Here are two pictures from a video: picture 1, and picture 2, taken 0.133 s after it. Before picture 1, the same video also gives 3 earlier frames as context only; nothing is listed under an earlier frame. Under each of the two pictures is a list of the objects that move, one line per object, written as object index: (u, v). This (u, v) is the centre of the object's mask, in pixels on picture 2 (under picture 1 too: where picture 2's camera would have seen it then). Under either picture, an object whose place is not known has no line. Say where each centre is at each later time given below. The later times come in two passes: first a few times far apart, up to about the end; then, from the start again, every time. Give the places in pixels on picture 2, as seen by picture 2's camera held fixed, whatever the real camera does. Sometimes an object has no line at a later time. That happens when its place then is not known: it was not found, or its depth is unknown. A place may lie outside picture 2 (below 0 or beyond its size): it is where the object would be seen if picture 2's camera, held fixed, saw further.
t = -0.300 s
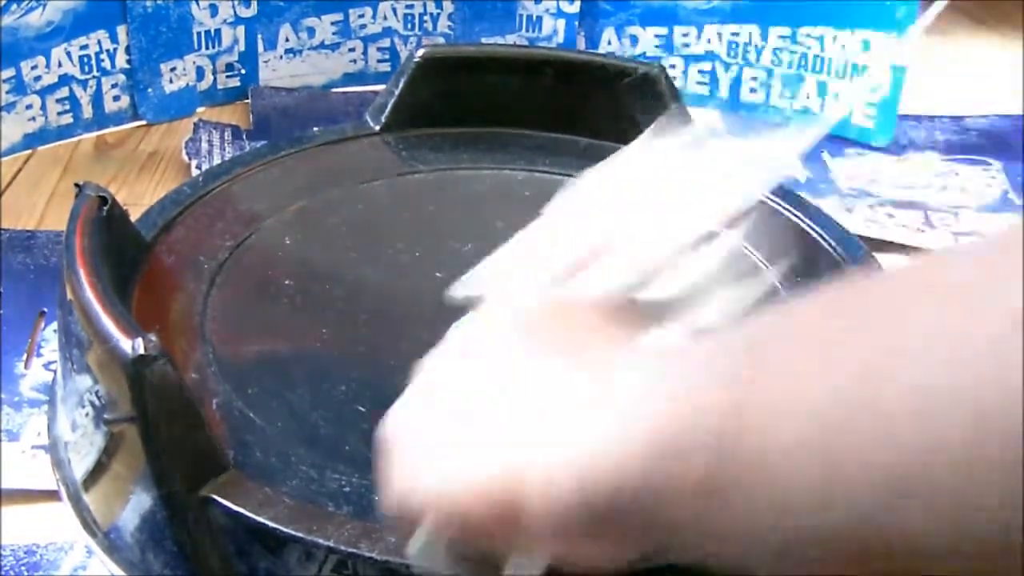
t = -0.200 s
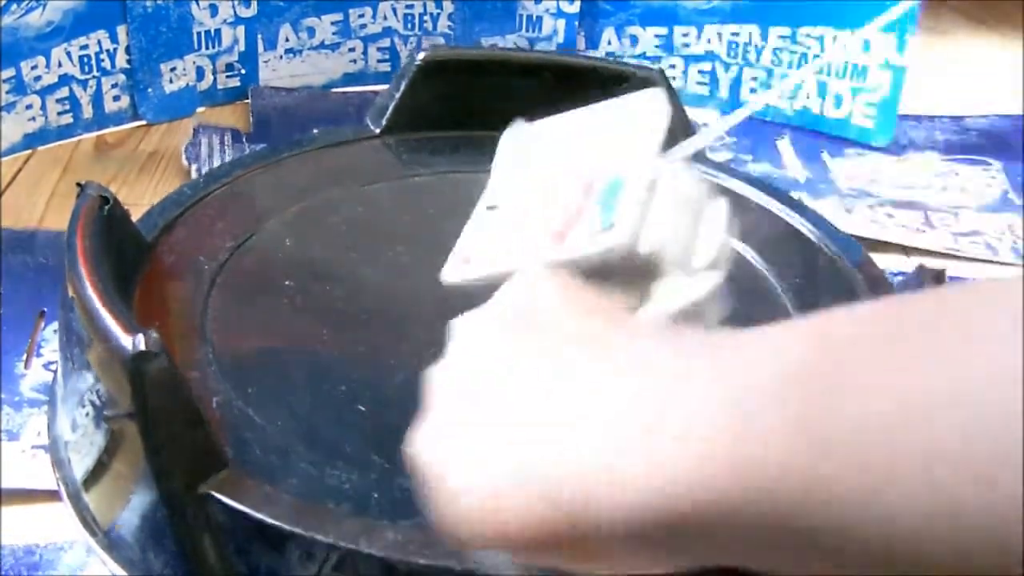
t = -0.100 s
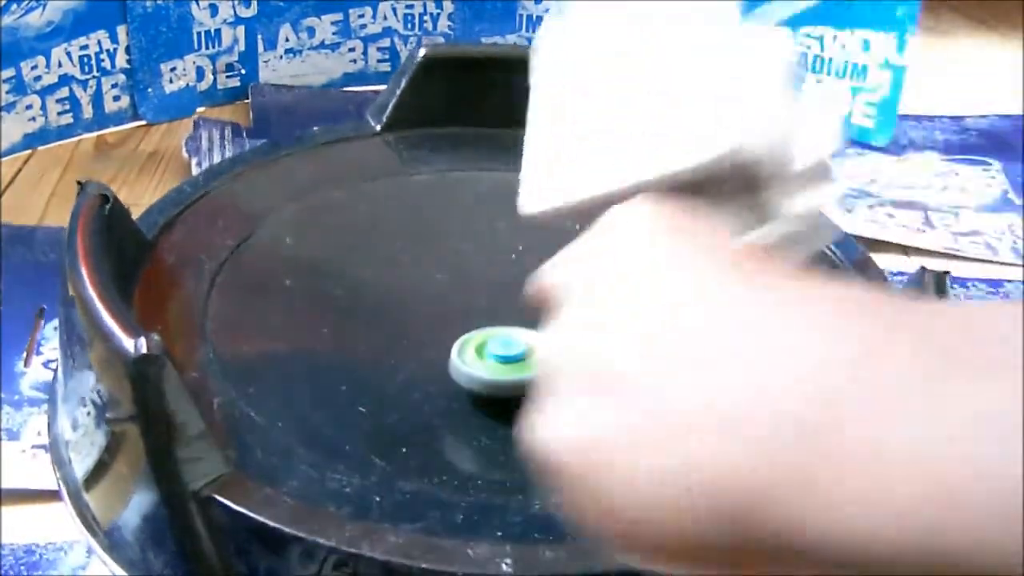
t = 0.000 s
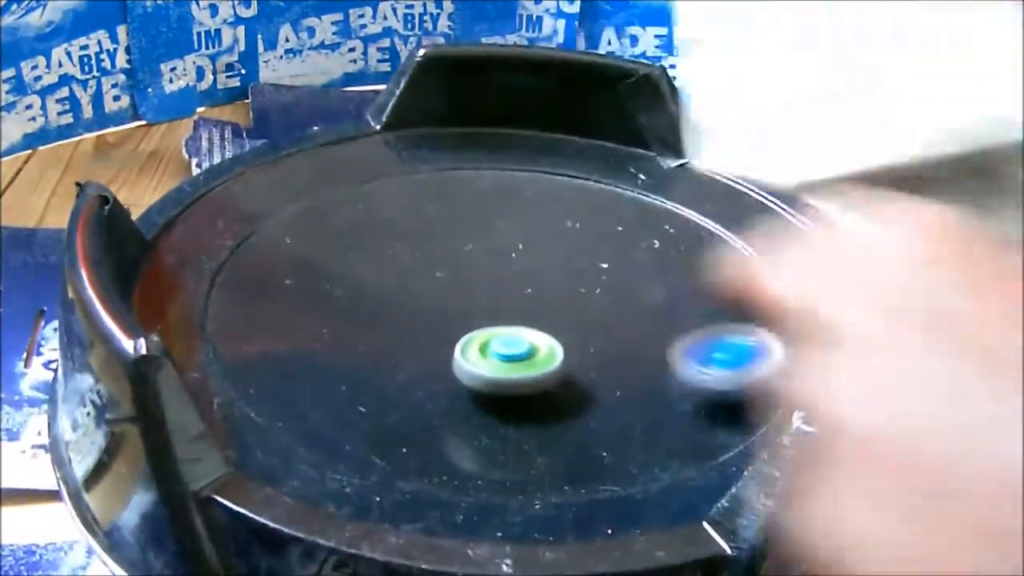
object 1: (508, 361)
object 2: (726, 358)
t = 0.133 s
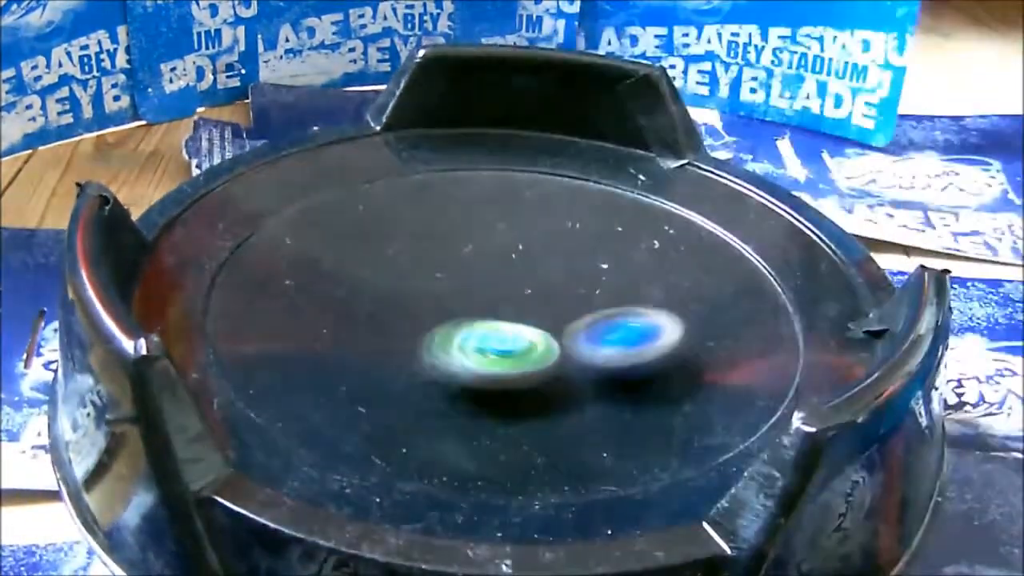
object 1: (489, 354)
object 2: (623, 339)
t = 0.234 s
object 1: (328, 325)
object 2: (676, 314)
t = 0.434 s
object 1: (231, 320)
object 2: (497, 308)
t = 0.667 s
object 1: (209, 333)
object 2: (517, 432)
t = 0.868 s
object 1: (338, 351)
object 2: (776, 358)
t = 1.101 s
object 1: (471, 336)
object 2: (548, 220)
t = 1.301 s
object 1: (467, 297)
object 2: (196, 257)
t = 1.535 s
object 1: (428, 264)
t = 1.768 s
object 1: (405, 258)
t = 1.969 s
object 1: (411, 267)
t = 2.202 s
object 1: (440, 275)
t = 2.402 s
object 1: (470, 281)
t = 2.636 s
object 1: (531, 260)
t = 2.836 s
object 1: (544, 254)
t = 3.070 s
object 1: (548, 263)
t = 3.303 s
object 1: (555, 276)
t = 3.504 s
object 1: (564, 294)
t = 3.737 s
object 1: (583, 322)
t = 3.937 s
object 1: (601, 339)
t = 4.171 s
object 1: (604, 348)
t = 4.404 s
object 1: (585, 351)
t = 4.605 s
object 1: (557, 360)
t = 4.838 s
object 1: (519, 370)
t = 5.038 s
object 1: (491, 371)
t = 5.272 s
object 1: (429, 353)
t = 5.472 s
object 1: (420, 310)
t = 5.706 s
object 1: (481, 267)
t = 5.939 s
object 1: (558, 298)
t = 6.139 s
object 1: (570, 356)
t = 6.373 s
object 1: (485, 365)
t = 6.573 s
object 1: (422, 327)
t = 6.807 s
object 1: (478, 281)
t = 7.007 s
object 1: (533, 294)
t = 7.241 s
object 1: (552, 337)
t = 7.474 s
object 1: (471, 343)
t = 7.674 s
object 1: (430, 323)
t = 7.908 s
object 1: (446, 198)
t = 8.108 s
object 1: (441, 359)
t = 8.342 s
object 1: (631, 244)
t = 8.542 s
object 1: (429, 254)
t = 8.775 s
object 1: (451, 277)
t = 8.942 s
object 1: (503, 373)
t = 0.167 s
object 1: (431, 347)
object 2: (652, 331)
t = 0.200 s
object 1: (375, 336)
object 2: (670, 321)
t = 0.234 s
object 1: (328, 325)
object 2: (676, 314)
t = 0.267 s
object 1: (293, 316)
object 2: (669, 307)
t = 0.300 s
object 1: (267, 310)
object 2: (650, 303)
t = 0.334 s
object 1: (249, 308)
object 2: (620, 301)
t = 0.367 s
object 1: (239, 310)
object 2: (584, 300)
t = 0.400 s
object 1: (233, 314)
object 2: (541, 302)
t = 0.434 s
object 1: (231, 320)
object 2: (497, 308)
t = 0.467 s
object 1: (231, 328)
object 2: (454, 316)
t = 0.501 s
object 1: (232, 335)
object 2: (416, 326)
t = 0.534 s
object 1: (236, 342)
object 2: (383, 340)
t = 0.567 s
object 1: (233, 345)
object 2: (373, 359)
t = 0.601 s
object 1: (204, 333)
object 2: (413, 388)
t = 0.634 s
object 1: (202, 331)
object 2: (464, 412)
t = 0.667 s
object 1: (209, 333)
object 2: (517, 432)
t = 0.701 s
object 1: (221, 334)
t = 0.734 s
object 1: (241, 340)
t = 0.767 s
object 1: (265, 341)
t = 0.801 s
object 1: (287, 345)
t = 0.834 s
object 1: (313, 348)
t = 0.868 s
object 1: (338, 351)
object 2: (776, 358)
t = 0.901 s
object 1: (364, 352)
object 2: (776, 330)
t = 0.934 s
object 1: (389, 353)
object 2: (762, 304)
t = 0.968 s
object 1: (411, 352)
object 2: (739, 282)
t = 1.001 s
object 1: (430, 349)
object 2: (700, 261)
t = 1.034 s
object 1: (447, 346)
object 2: (657, 243)
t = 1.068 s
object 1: (461, 341)
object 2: (605, 230)
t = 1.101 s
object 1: (471, 336)
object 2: (548, 220)
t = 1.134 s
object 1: (477, 329)
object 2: (482, 214)
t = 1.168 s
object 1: (480, 323)
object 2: (415, 212)
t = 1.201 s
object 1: (479, 317)
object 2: (353, 214)
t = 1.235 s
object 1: (476, 310)
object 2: (290, 224)
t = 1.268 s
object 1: (472, 304)
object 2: (233, 238)
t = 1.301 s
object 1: (467, 297)
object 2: (196, 257)
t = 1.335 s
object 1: (464, 291)
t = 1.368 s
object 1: (459, 285)
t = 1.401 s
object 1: (452, 280)
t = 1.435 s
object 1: (445, 275)
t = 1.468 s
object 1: (440, 271)
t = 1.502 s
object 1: (434, 267)
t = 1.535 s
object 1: (428, 264)
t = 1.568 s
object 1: (423, 261)
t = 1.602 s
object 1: (418, 259)
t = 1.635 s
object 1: (413, 257)
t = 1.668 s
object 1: (410, 256)
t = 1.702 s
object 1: (407, 257)
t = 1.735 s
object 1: (406, 257)
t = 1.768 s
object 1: (405, 258)
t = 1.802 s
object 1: (405, 260)
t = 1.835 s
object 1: (405, 261)
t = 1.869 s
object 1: (406, 263)
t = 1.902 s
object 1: (407, 264)
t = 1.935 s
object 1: (409, 266)
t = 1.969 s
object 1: (411, 267)
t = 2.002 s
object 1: (414, 269)
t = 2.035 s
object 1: (417, 270)
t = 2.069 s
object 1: (421, 271)
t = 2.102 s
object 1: (425, 272)
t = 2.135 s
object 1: (430, 274)
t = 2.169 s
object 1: (435, 275)
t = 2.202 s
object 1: (440, 275)
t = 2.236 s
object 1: (446, 276)
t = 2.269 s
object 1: (452, 276)
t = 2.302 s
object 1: (456, 275)
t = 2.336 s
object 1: (460, 275)
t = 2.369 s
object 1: (465, 278)
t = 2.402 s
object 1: (470, 281)
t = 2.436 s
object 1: (476, 281)
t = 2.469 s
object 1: (484, 280)
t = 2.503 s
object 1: (491, 279)
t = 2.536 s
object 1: (503, 275)
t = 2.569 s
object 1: (515, 268)
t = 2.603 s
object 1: (525, 263)
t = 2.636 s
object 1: (531, 260)
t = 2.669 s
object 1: (535, 257)
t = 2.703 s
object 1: (539, 256)
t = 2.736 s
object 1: (542, 255)
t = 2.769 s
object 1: (544, 254)
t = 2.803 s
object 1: (544, 254)
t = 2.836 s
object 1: (544, 254)
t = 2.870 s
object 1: (545, 255)
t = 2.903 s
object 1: (545, 256)
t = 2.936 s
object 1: (545, 257)
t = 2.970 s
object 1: (546, 259)
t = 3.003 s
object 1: (546, 260)
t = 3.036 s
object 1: (547, 261)
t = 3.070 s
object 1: (548, 263)
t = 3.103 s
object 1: (548, 265)
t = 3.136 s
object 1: (549, 266)
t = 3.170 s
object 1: (550, 269)
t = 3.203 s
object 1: (552, 270)
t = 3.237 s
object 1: (552, 272)
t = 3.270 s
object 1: (553, 273)
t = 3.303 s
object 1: (555, 276)
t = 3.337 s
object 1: (556, 279)
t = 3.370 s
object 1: (558, 282)
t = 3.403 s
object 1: (559, 284)
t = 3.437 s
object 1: (561, 288)
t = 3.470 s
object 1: (562, 291)
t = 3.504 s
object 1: (564, 294)
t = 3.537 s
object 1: (566, 298)
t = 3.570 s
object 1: (568, 302)
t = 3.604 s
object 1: (570, 306)
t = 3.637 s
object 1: (573, 310)
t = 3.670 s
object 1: (577, 314)
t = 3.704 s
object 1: (580, 318)
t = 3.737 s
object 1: (583, 322)
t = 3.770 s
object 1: (586, 325)
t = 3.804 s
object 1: (590, 328)
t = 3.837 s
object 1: (593, 331)
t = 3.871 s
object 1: (596, 334)
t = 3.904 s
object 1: (599, 337)
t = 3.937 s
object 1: (601, 339)
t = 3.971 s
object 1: (603, 341)
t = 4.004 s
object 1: (605, 344)
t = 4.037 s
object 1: (606, 345)
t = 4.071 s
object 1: (607, 346)
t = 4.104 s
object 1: (607, 347)
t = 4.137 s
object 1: (606, 348)
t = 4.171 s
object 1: (604, 348)
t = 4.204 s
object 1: (603, 349)
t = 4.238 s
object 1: (600, 349)
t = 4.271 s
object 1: (598, 350)
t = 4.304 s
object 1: (595, 350)
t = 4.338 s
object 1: (591, 351)
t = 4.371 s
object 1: (588, 351)
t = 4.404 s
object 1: (585, 351)
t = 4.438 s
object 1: (581, 352)
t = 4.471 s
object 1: (577, 354)
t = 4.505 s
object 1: (572, 356)
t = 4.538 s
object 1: (567, 358)
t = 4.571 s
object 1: (562, 359)
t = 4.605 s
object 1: (557, 360)
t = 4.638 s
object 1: (551, 362)
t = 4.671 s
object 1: (545, 363)
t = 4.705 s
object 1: (539, 365)
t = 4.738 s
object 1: (534, 366)
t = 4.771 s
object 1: (529, 368)
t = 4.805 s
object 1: (525, 369)
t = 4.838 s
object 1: (519, 370)
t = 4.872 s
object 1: (514, 370)
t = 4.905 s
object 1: (508, 371)
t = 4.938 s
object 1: (504, 371)
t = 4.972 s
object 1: (499, 372)
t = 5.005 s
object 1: (495, 371)
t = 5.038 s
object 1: (491, 371)
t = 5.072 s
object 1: (487, 371)
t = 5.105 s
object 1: (484, 371)
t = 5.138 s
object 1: (481, 370)
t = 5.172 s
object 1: (478, 369)
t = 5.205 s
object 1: (462, 365)
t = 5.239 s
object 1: (446, 360)
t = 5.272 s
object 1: (429, 353)
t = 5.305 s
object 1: (416, 349)
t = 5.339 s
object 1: (414, 345)
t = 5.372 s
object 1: (414, 339)
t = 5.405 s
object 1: (413, 331)
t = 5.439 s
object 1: (417, 322)
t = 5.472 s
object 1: (420, 310)
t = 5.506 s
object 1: (421, 301)
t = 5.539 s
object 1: (426, 294)
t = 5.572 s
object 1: (435, 290)
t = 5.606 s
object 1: (450, 285)
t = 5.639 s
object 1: (465, 278)
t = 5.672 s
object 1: (474, 269)
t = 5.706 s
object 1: (481, 267)
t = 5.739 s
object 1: (490, 268)
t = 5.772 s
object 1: (499, 271)
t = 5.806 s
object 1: (511, 277)
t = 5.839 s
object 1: (525, 283)
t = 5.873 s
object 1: (538, 288)
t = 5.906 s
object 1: (550, 293)
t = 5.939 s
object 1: (558, 298)
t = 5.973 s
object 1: (561, 305)
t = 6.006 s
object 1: (564, 314)
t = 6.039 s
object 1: (565, 326)
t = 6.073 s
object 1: (567, 336)
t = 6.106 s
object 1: (571, 348)
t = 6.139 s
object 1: (570, 356)
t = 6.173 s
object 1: (562, 361)
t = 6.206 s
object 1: (552, 364)
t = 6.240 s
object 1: (540, 367)
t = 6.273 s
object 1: (523, 367)
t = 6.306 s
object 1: (511, 369)
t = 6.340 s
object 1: (498, 368)
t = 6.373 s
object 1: (485, 365)
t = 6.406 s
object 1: (472, 361)
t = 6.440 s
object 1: (459, 353)
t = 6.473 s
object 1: (444, 345)
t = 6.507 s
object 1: (432, 335)
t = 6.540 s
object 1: (425, 331)
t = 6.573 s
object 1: (422, 327)
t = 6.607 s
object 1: (425, 323)
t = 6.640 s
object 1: (431, 317)
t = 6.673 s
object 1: (440, 309)
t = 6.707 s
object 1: (450, 300)
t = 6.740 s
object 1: (461, 290)
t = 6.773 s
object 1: (470, 284)
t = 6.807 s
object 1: (478, 281)
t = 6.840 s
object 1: (488, 280)
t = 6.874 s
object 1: (498, 282)
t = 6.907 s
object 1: (507, 283)
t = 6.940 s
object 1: (516, 285)
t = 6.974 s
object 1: (524, 289)
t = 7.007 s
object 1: (533, 294)
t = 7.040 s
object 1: (541, 301)
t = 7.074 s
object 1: (547, 308)
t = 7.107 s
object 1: (555, 316)
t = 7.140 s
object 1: (559, 323)
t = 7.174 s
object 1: (559, 328)
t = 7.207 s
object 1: (558, 333)
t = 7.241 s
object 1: (552, 337)
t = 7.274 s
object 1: (544, 337)
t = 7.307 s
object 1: (535, 342)
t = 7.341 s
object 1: (523, 344)
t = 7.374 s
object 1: (509, 345)
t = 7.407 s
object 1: (496, 345)
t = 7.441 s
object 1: (482, 344)
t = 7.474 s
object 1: (471, 343)
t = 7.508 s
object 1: (454, 338)
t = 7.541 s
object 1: (448, 339)
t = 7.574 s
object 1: (439, 336)
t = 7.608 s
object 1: (434, 333)
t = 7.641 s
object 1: (431, 328)
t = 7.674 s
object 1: (430, 323)
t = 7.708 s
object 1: (508, 355)
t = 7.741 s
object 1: (556, 347)
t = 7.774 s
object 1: (571, 323)
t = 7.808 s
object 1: (569, 301)
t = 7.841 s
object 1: (550, 272)
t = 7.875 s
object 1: (486, 201)
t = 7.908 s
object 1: (446, 198)
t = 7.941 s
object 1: (419, 213)
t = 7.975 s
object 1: (409, 241)
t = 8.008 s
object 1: (381, 271)
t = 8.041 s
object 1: (372, 308)
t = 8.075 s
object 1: (395, 337)
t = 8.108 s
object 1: (441, 359)
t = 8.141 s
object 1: (489, 369)
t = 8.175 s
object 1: (531, 370)
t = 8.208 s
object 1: (563, 364)
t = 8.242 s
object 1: (582, 354)
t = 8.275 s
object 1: (591, 345)
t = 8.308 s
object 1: (595, 334)
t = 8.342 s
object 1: (631, 244)
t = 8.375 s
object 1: (616, 183)
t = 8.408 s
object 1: (562, 178)
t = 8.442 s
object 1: (508, 191)
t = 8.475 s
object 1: (461, 215)
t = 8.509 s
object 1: (431, 244)
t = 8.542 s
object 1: (429, 254)
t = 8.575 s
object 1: (422, 274)
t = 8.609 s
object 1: (424, 291)
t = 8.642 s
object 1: (472, 260)
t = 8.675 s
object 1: (502, 253)
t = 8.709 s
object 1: (488, 263)
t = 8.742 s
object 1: (479, 273)
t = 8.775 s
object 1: (451, 277)
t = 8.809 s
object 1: (450, 293)
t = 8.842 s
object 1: (447, 319)
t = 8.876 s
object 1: (449, 354)
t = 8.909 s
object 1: (476, 366)
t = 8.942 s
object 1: (503, 373)
